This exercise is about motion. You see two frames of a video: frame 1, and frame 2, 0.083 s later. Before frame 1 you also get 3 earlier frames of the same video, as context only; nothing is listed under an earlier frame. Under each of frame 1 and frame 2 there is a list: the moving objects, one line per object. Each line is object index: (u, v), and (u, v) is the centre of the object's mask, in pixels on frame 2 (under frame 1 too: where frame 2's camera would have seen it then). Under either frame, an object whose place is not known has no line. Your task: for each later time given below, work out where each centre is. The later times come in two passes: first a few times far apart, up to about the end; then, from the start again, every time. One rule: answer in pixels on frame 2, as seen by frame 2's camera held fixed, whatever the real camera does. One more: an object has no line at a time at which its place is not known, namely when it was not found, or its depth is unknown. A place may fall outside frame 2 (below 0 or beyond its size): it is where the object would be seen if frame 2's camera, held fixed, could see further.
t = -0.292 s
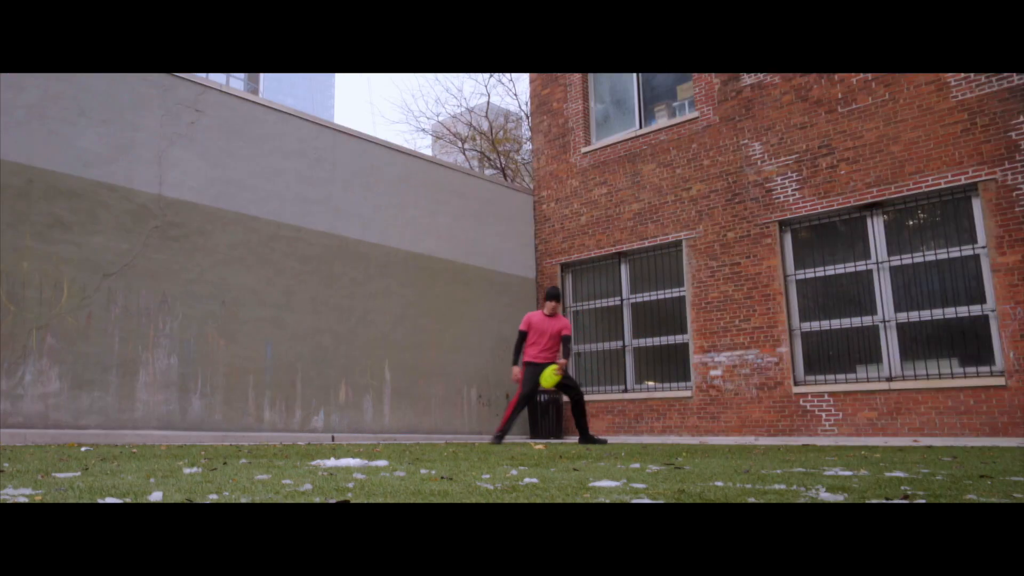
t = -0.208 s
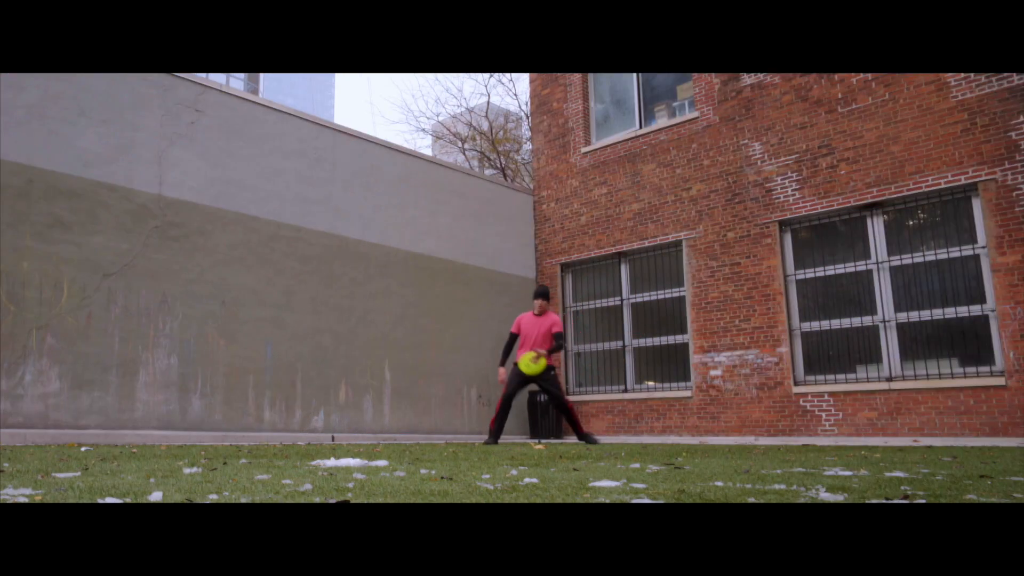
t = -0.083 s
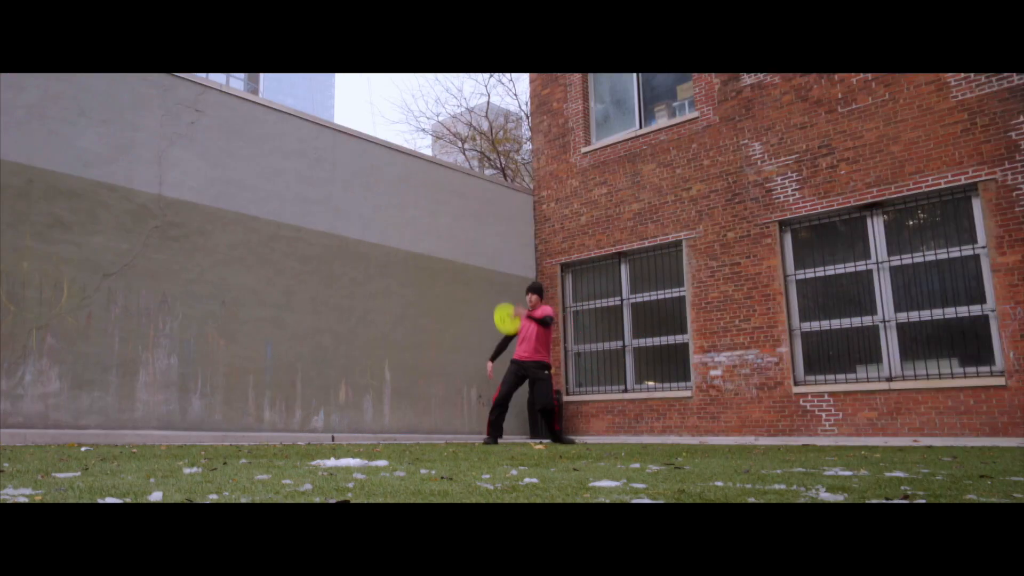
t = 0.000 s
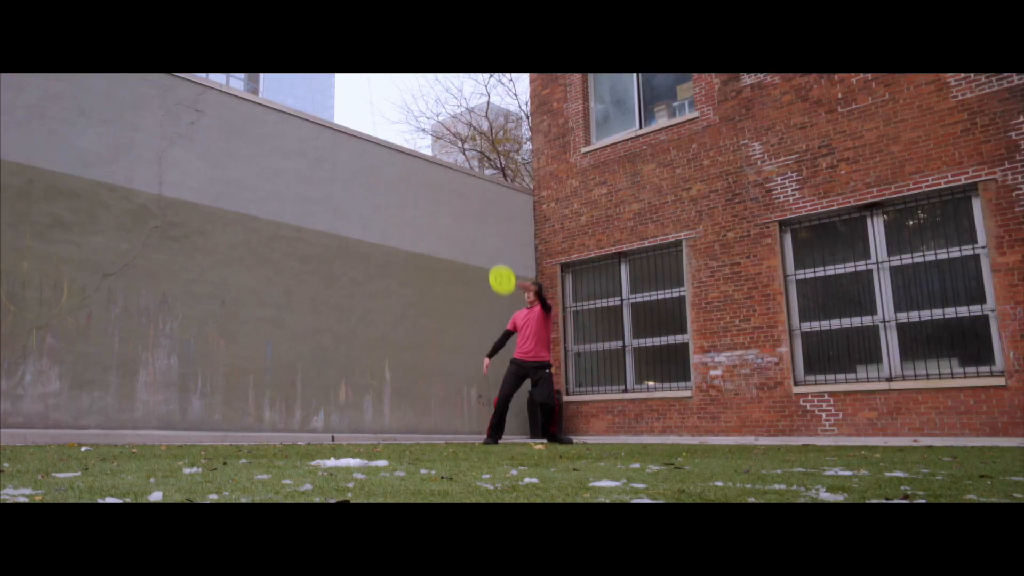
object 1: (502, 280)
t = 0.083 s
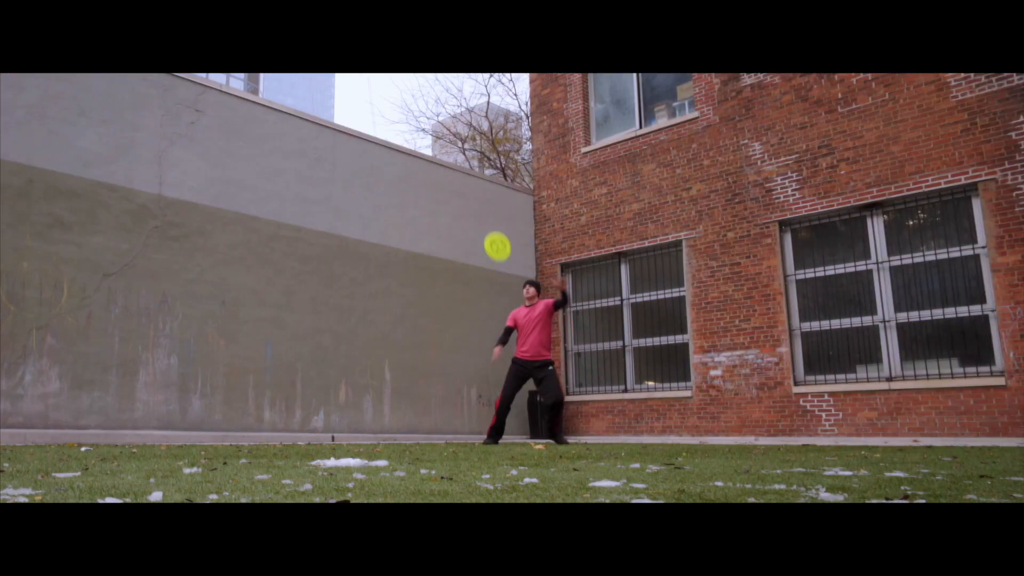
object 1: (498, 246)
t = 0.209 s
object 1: (491, 207)
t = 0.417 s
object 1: (482, 171)
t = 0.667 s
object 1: (477, 179)
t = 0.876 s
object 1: (482, 233)
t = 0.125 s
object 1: (495, 232)
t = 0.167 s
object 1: (493, 219)
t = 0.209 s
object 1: (491, 207)
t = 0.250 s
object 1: (489, 197)
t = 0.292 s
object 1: (487, 188)
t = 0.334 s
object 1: (485, 181)
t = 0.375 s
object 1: (483, 176)
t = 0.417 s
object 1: (482, 171)
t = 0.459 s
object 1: (480, 168)
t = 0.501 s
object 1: (479, 167)
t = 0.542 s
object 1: (478, 168)
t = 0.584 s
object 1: (477, 170)
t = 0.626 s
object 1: (477, 174)
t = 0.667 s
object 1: (477, 179)
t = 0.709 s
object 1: (477, 186)
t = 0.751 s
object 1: (477, 195)
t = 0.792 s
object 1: (478, 206)
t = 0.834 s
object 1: (480, 218)
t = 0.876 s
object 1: (482, 233)
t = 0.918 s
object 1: (484, 249)
